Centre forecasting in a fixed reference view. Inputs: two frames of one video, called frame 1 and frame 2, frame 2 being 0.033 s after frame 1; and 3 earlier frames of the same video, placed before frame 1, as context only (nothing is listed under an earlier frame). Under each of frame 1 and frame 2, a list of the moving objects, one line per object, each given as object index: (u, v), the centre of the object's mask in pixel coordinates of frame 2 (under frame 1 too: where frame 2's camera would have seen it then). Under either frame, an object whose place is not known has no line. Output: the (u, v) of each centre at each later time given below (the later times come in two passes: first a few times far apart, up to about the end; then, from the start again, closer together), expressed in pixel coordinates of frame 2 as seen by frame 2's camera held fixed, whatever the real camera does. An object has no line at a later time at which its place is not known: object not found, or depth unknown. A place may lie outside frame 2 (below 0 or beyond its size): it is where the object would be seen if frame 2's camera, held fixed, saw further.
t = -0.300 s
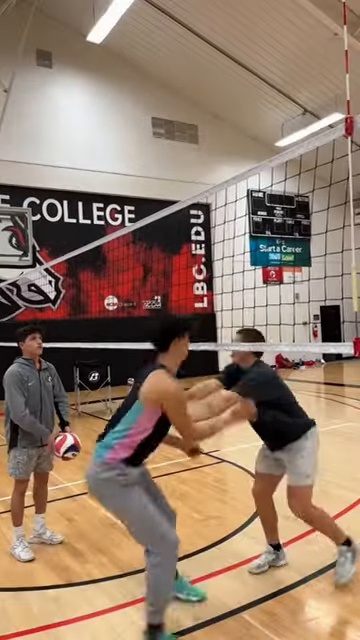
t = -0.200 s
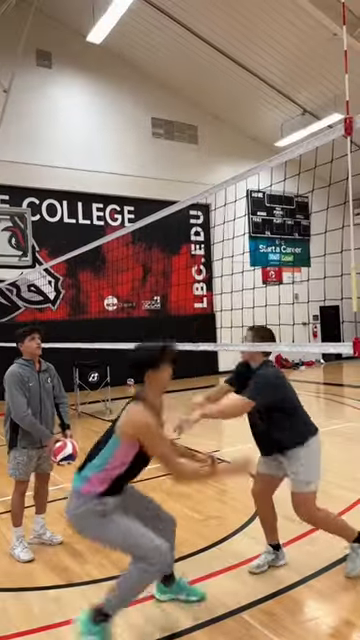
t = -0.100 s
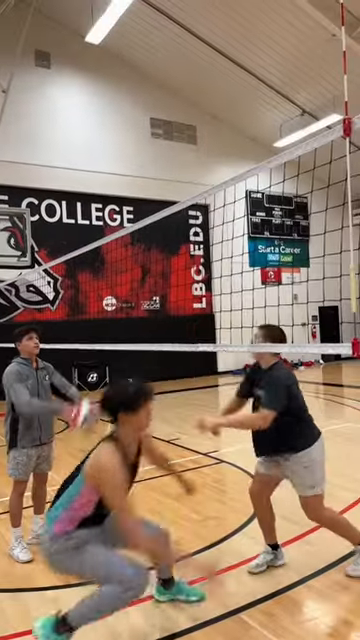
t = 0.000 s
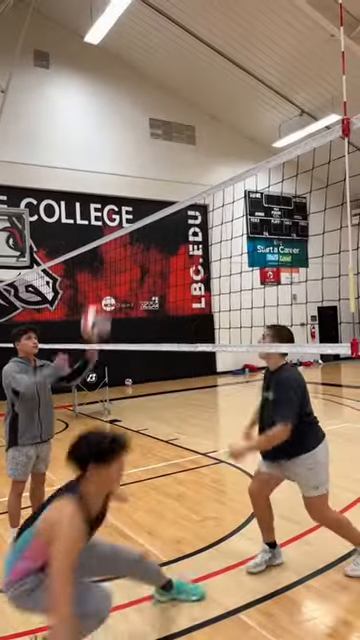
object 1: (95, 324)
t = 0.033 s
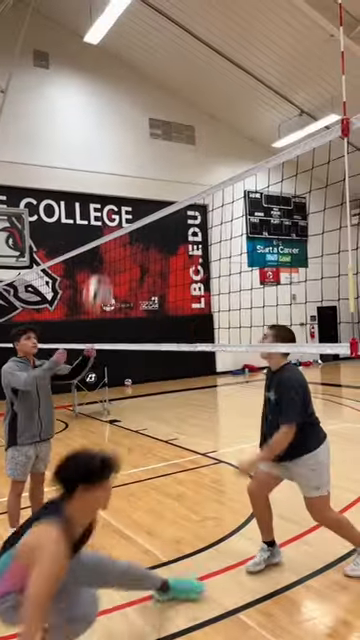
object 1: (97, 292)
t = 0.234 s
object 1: (114, 144)
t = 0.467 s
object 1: (141, 39)
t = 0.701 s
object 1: (172, 9)
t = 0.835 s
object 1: (191, 28)
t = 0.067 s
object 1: (100, 265)
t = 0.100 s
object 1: (101, 239)
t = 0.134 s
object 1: (106, 213)
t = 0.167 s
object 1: (109, 190)
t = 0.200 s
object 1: (112, 166)
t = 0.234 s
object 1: (114, 144)
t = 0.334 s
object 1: (125, 91)
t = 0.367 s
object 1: (129, 75)
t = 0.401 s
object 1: (132, 61)
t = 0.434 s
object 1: (136, 49)
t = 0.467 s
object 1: (141, 39)
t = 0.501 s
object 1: (145, 29)
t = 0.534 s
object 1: (149, 22)
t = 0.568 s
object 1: (154, 16)
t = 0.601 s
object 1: (157, 11)
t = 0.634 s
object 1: (162, 9)
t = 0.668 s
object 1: (167, 8)
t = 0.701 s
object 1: (172, 9)
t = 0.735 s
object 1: (177, 10)
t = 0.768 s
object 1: (181, 15)
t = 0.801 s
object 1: (186, 21)
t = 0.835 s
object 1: (191, 28)
